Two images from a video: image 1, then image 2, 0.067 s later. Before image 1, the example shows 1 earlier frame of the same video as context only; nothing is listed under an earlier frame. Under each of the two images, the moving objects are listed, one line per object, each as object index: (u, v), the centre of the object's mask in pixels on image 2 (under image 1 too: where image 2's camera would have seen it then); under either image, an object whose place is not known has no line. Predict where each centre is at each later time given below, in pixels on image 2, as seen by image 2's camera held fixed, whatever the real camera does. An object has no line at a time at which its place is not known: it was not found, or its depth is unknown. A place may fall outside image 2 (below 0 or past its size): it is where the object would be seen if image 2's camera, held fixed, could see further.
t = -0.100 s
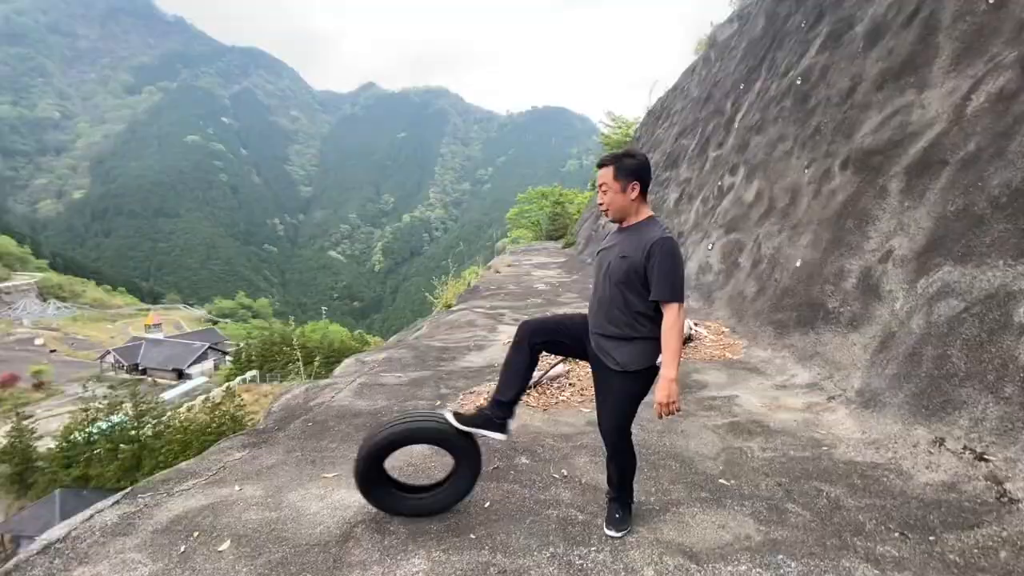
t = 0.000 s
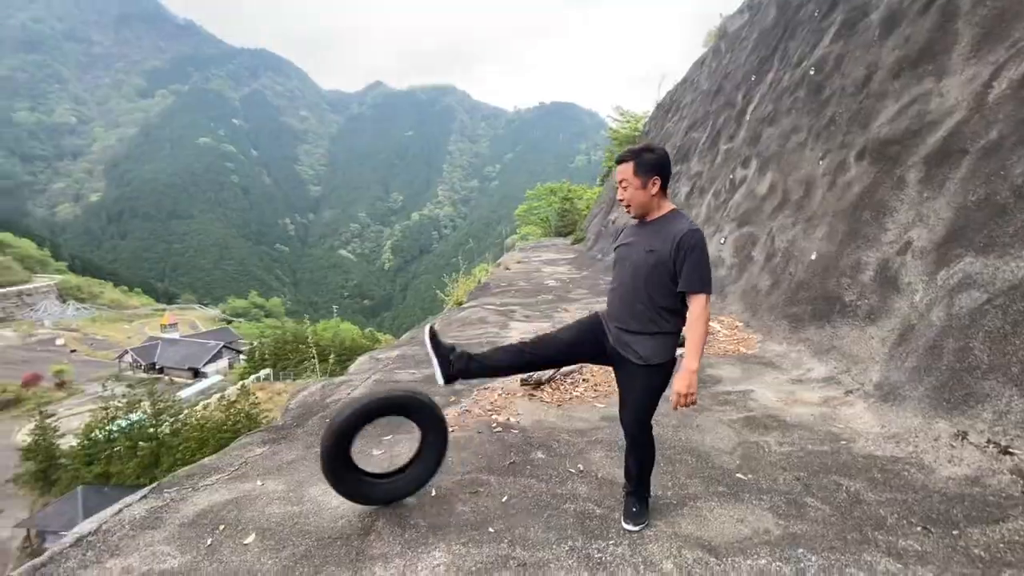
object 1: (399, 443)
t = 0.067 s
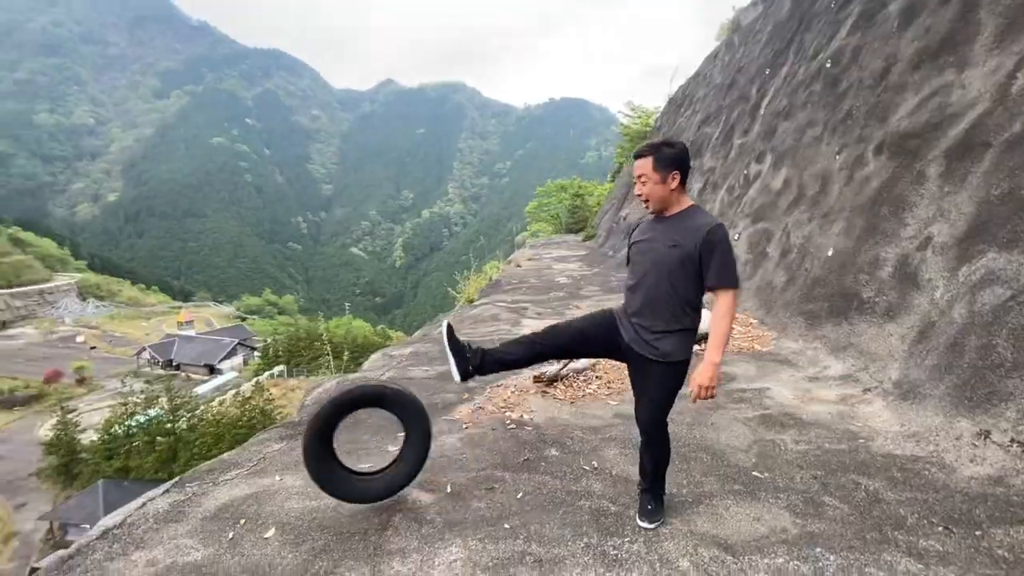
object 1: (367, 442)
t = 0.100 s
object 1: (351, 445)
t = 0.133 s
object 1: (335, 449)
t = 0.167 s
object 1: (320, 457)
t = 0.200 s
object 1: (303, 463)
